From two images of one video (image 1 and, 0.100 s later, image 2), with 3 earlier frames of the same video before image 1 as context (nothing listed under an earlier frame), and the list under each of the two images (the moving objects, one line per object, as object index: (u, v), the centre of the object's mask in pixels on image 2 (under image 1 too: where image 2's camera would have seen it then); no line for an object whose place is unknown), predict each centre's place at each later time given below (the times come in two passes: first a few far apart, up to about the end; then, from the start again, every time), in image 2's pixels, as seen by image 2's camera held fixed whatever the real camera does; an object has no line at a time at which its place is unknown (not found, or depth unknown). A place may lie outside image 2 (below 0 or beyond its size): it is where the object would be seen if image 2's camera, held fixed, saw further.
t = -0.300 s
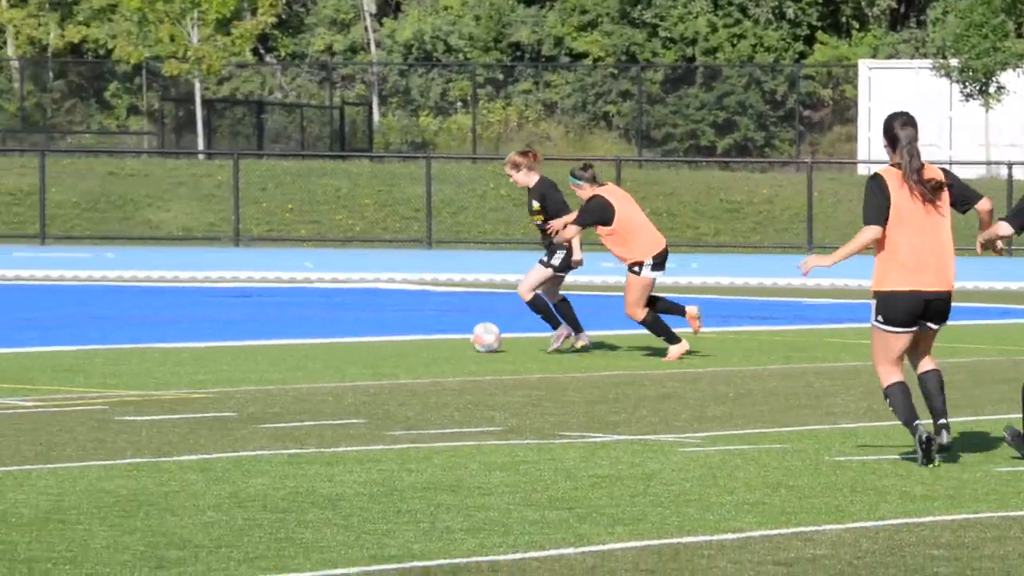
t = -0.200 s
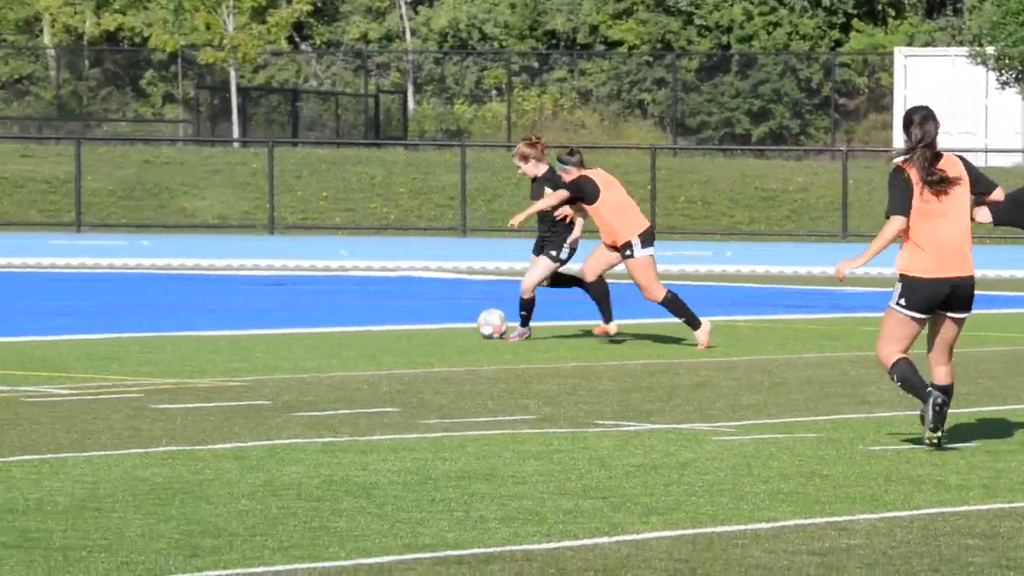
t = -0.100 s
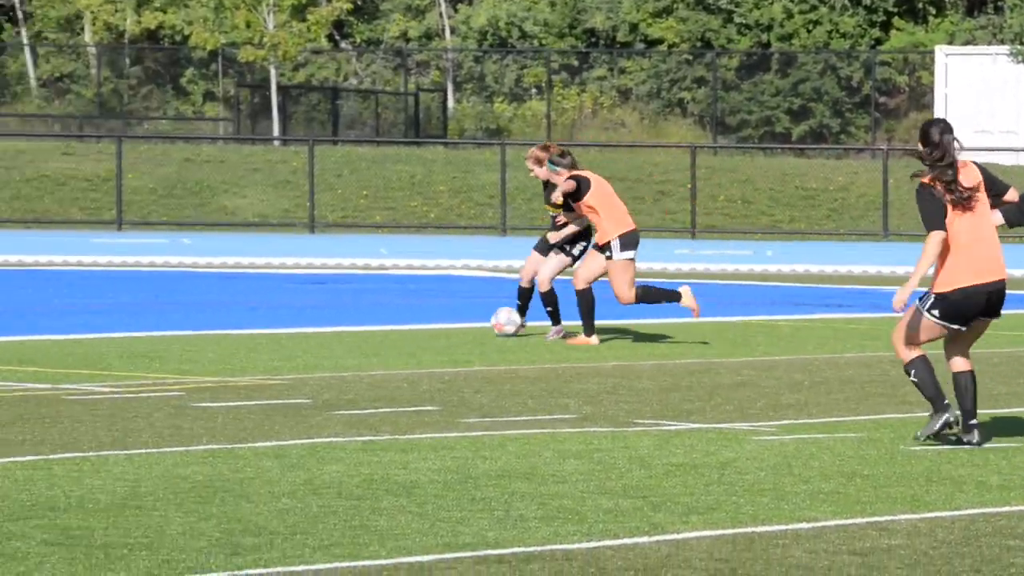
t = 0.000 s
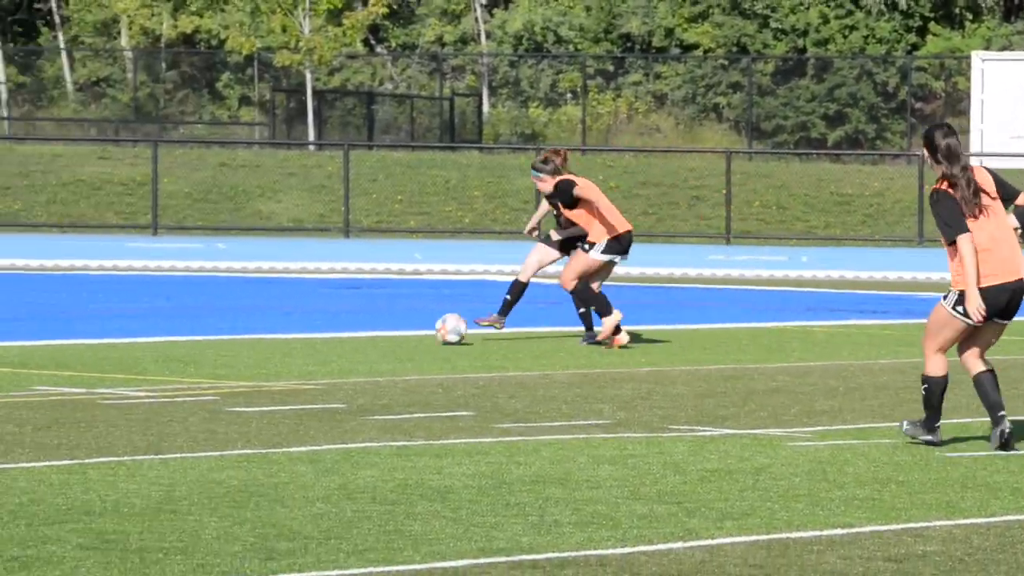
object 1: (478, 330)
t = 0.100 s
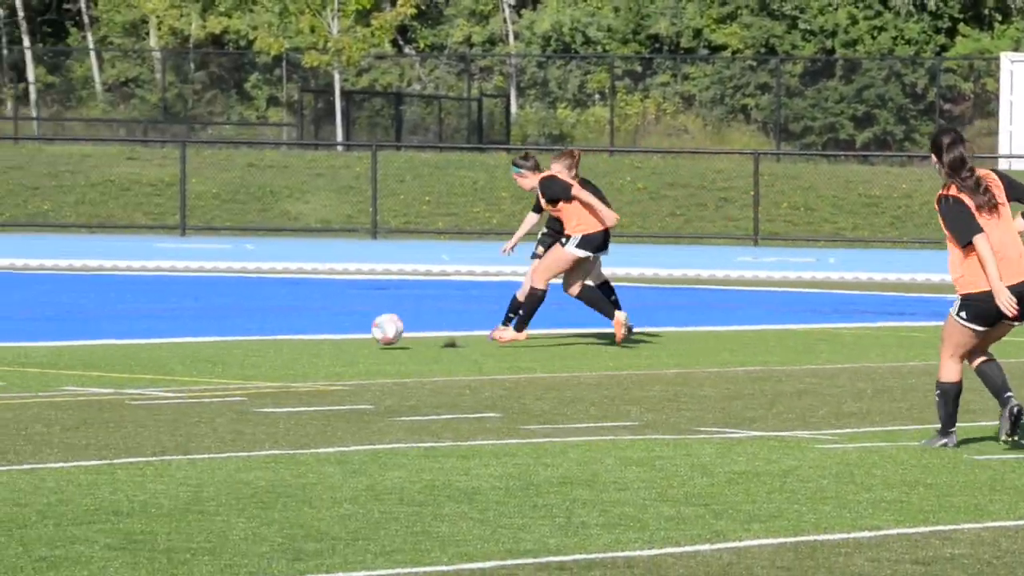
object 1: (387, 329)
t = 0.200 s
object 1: (296, 335)
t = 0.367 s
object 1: (155, 337)
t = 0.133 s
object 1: (357, 329)
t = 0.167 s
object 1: (327, 331)
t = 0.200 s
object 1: (296, 335)
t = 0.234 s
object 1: (266, 336)
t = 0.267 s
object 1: (239, 334)
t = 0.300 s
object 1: (212, 333)
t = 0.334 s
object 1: (184, 334)
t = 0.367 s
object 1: (155, 337)
